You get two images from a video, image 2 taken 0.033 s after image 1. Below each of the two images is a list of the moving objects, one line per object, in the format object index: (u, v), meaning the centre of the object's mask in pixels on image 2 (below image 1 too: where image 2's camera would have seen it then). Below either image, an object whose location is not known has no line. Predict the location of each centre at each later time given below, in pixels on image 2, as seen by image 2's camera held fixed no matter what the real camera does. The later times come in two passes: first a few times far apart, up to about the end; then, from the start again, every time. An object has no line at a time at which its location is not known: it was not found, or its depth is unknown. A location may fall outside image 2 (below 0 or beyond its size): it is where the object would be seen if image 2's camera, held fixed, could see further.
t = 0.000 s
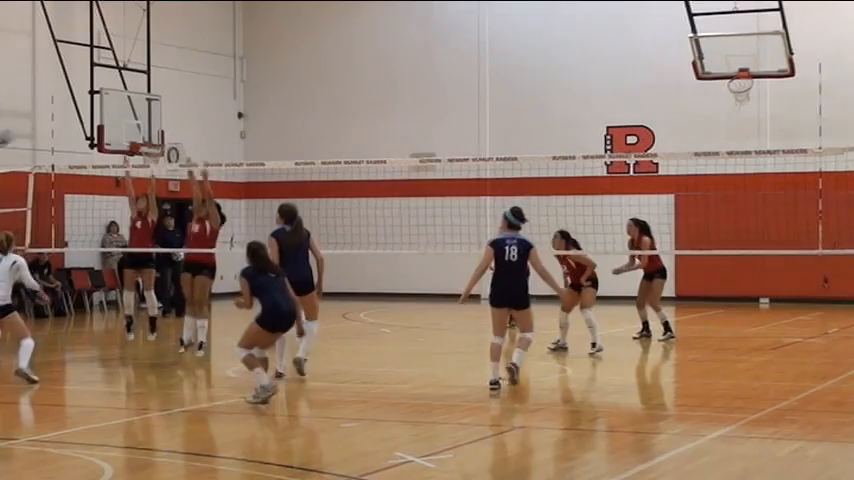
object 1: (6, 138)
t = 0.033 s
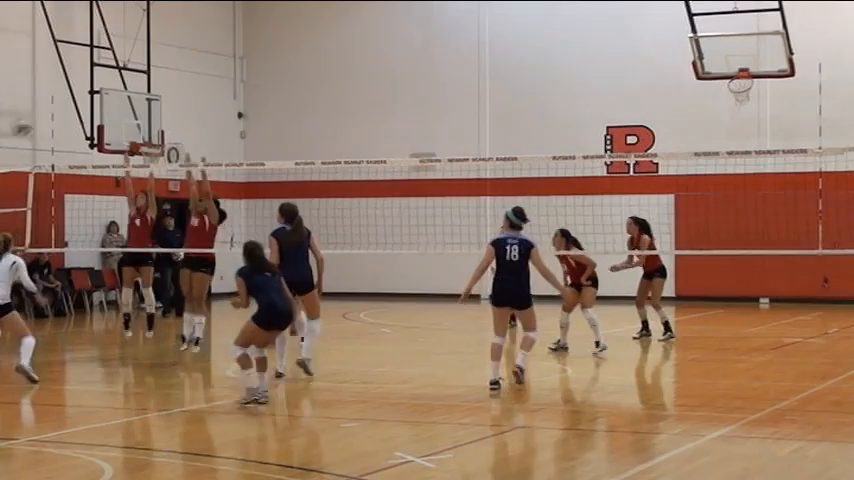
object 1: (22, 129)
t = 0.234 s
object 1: (136, 87)
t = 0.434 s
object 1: (244, 85)
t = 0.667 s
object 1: (361, 129)
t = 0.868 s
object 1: (452, 201)
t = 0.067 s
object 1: (42, 119)
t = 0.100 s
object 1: (61, 110)
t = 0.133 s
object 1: (81, 102)
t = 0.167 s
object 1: (98, 96)
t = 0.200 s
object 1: (118, 92)
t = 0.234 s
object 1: (136, 87)
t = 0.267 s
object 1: (154, 86)
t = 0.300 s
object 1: (173, 83)
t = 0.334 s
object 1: (191, 82)
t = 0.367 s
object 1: (209, 83)
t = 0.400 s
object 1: (227, 83)
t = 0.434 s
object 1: (244, 85)
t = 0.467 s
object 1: (261, 89)
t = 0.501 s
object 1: (280, 93)
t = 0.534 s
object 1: (295, 98)
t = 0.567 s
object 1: (312, 104)
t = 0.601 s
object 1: (328, 111)
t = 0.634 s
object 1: (345, 119)
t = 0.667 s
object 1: (361, 129)
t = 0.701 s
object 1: (376, 139)
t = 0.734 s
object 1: (392, 149)
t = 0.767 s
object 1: (407, 154)
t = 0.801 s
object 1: (421, 174)
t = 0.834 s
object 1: (438, 186)
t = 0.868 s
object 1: (452, 201)
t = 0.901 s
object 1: (466, 216)
